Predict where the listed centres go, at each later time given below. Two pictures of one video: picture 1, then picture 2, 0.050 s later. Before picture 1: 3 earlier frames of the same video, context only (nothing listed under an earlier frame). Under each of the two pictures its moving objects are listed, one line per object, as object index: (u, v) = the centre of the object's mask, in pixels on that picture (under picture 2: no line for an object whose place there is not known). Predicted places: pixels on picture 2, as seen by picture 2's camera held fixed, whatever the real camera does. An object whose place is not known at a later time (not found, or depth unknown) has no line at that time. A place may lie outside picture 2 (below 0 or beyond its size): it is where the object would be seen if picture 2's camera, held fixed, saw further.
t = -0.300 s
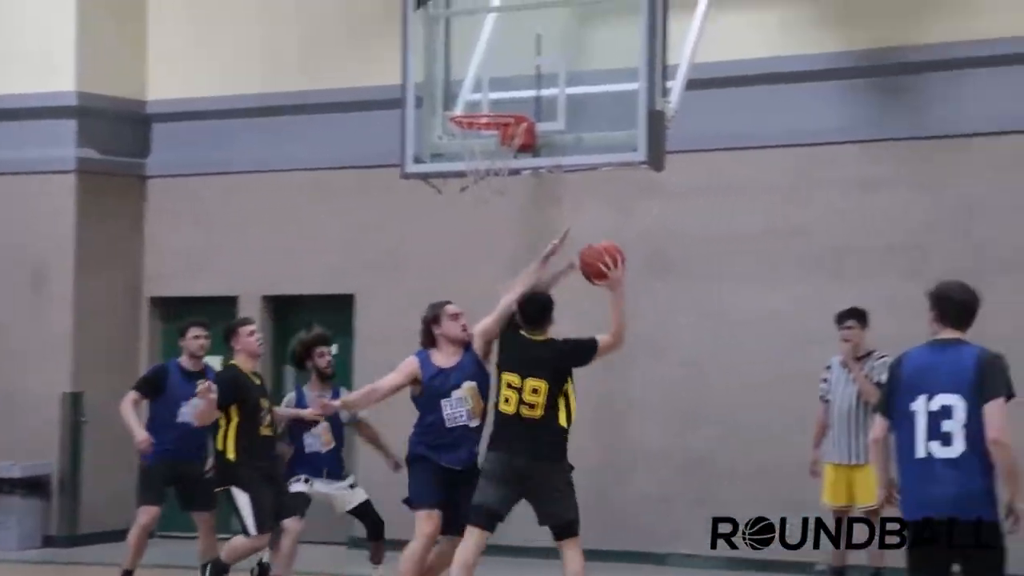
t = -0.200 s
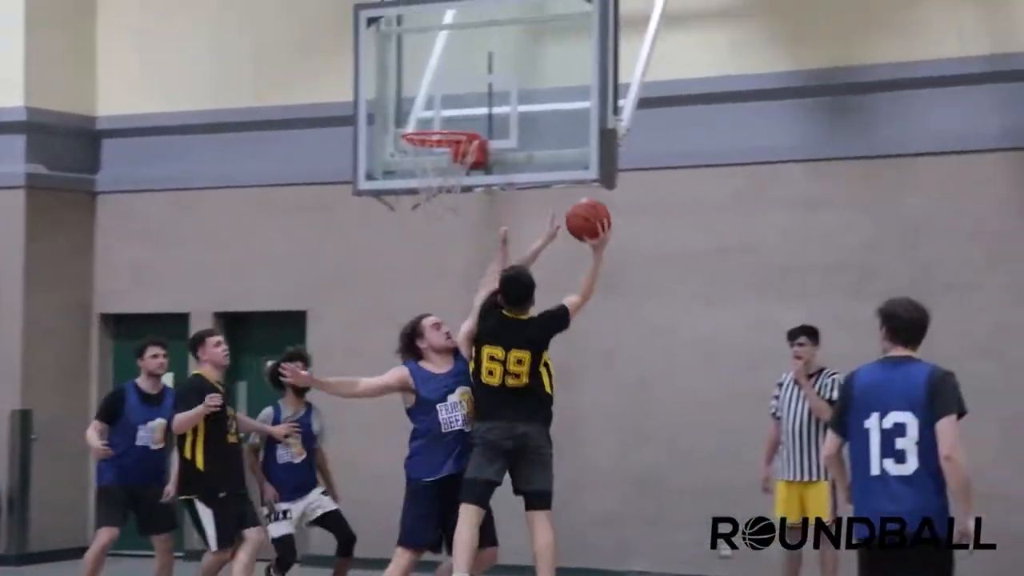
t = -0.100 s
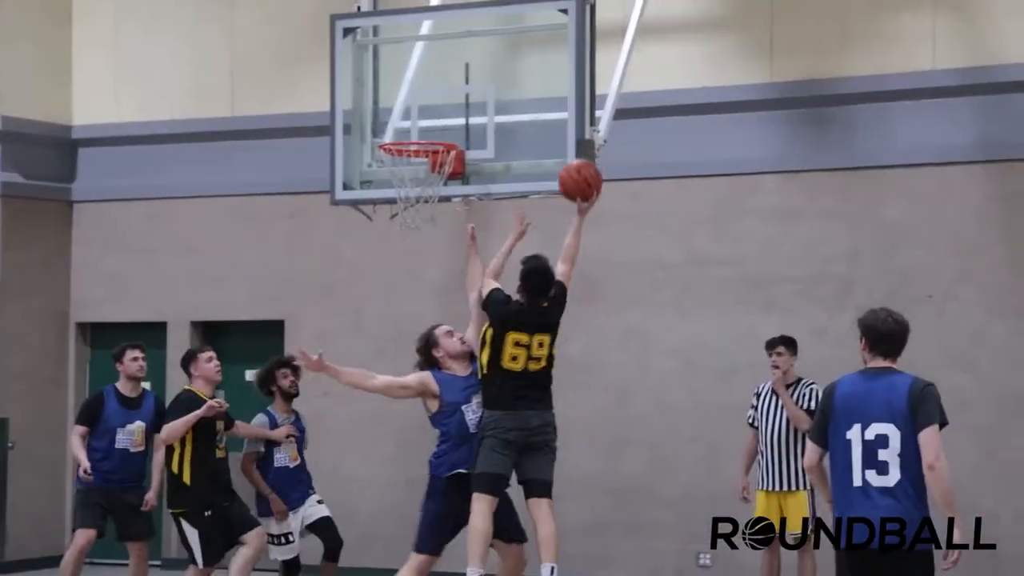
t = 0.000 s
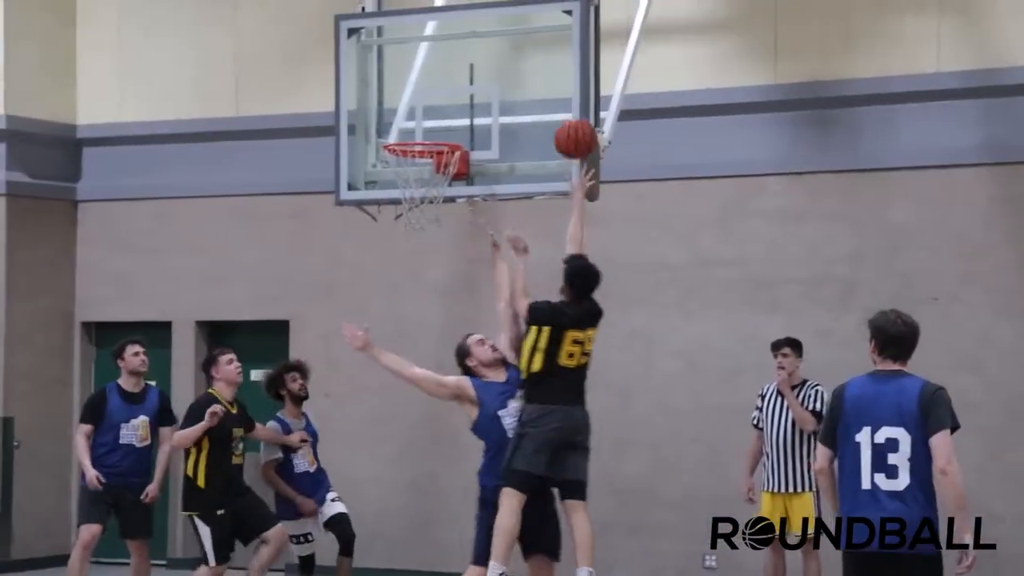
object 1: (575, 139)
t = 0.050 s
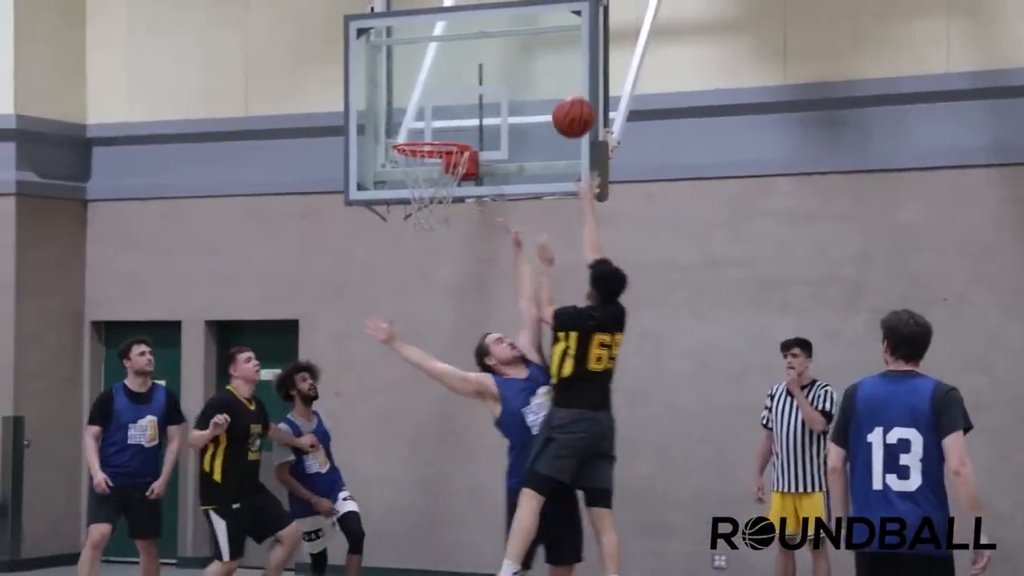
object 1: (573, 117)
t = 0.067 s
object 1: (569, 111)
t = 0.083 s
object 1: (566, 106)
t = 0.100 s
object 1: (562, 100)
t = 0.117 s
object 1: (558, 96)
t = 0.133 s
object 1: (554, 92)
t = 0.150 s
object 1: (550, 88)
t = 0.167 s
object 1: (547, 86)
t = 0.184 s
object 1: (543, 83)
